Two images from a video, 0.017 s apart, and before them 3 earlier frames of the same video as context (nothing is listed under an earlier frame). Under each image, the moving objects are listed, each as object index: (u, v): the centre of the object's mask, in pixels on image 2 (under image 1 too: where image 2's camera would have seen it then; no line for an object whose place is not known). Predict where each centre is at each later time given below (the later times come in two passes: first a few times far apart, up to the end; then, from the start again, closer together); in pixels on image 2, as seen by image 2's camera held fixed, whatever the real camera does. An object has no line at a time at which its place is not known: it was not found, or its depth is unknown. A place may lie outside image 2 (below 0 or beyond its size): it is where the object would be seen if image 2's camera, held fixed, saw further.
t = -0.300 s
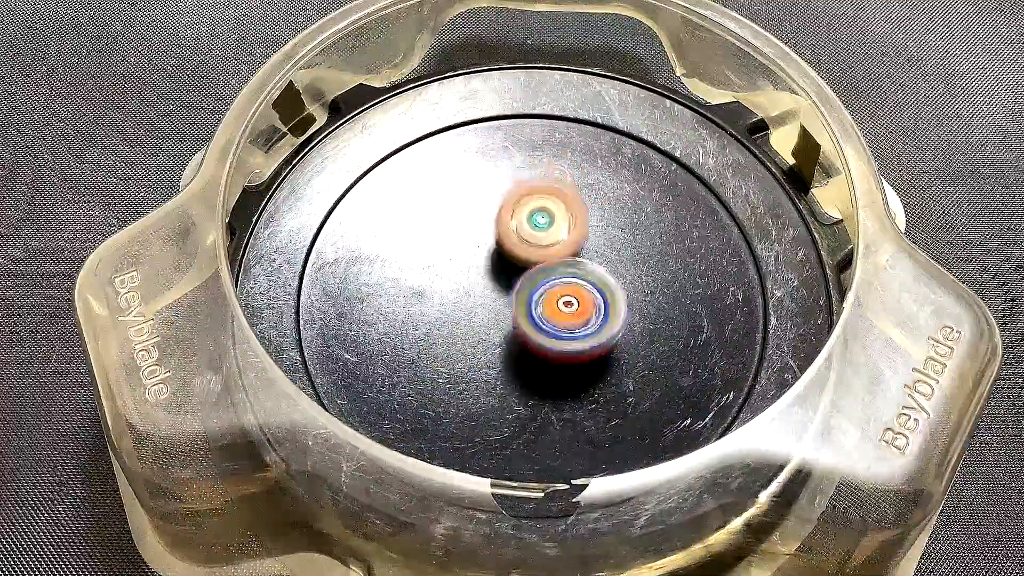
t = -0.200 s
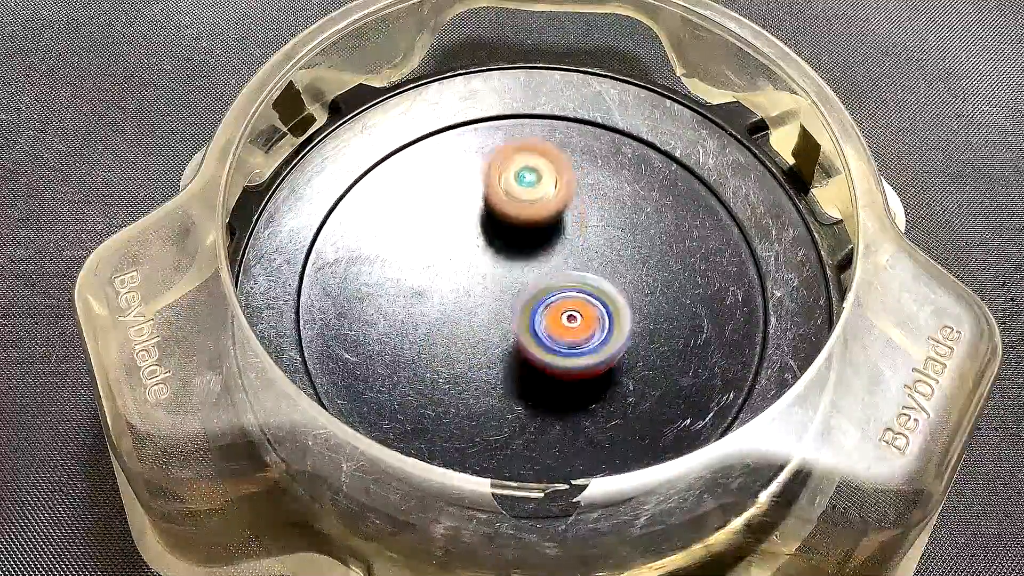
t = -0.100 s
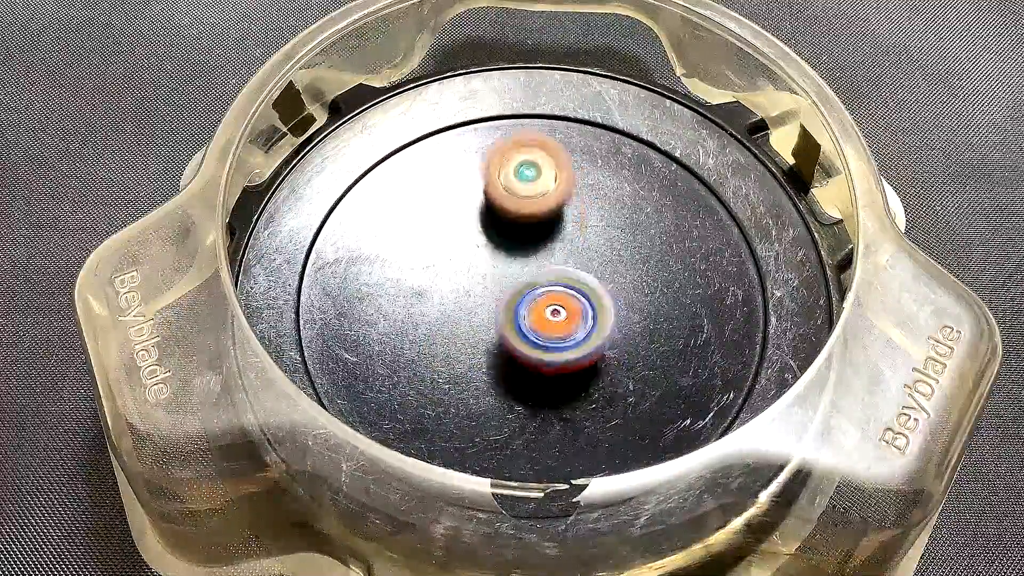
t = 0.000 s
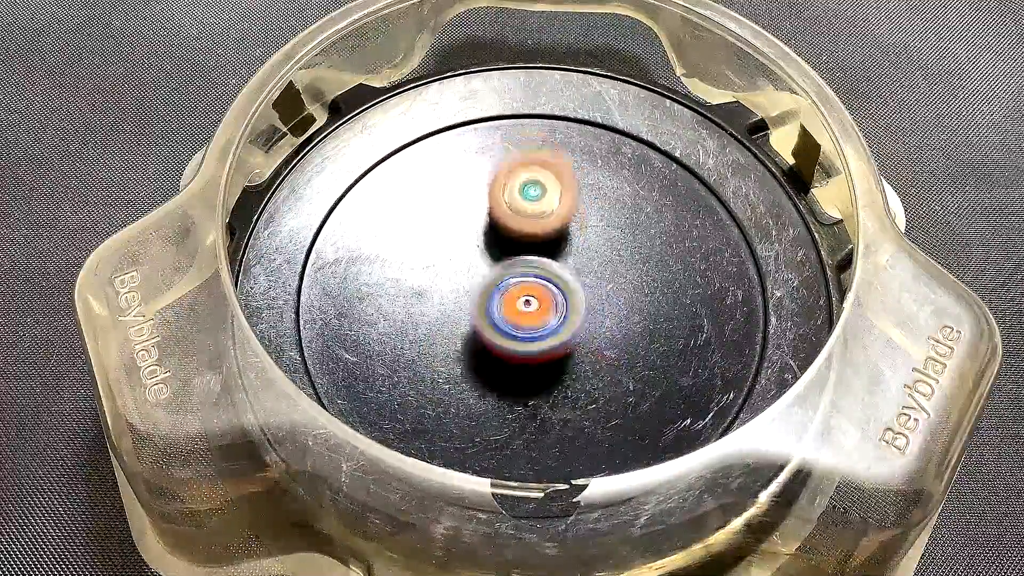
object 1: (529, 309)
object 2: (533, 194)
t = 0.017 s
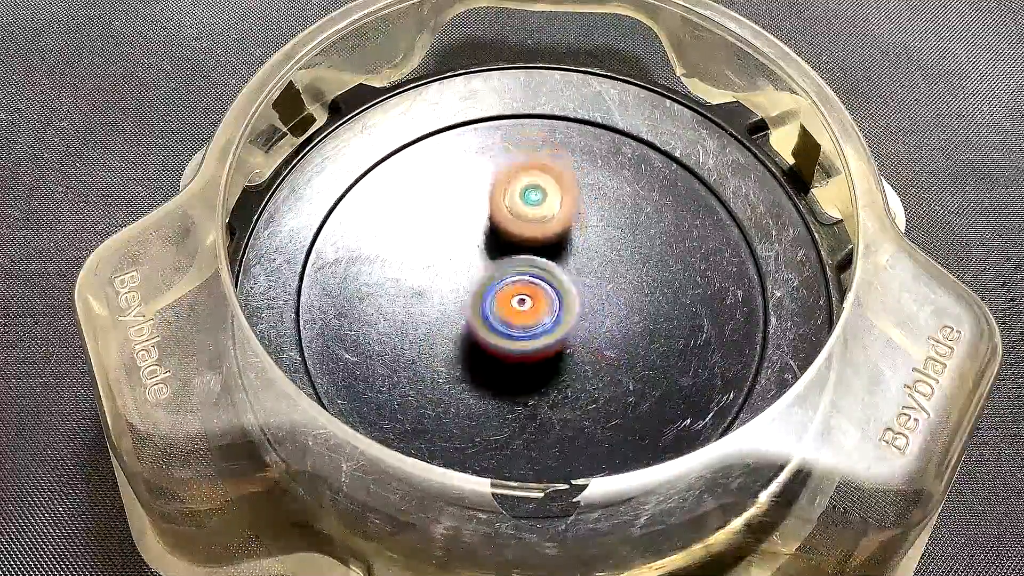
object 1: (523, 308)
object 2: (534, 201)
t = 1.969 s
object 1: (510, 373)
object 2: (567, 259)
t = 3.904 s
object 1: (516, 242)
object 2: (572, 336)
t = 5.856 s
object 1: (609, 258)
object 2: (467, 305)
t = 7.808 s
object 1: (578, 290)
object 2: (472, 246)
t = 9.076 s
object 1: (591, 340)
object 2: (478, 192)
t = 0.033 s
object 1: (517, 307)
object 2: (536, 205)
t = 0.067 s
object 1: (506, 308)
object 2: (538, 214)
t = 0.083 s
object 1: (501, 308)
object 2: (538, 218)
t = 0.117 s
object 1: (490, 311)
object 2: (539, 230)
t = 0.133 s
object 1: (484, 315)
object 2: (539, 234)
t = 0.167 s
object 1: (476, 323)
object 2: (540, 243)
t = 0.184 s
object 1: (471, 327)
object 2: (540, 248)
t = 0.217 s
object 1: (466, 335)
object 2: (538, 258)
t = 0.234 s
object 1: (465, 339)
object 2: (537, 261)
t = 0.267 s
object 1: (464, 348)
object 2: (534, 270)
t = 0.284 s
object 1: (467, 354)
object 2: (533, 273)
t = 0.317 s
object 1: (474, 363)
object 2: (529, 281)
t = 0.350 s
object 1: (485, 374)
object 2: (524, 285)
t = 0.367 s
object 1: (491, 380)
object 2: (522, 285)
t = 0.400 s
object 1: (506, 392)
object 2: (518, 286)
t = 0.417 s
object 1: (515, 396)
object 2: (517, 286)
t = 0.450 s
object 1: (536, 398)
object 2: (514, 287)
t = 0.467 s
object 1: (545, 397)
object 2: (511, 289)
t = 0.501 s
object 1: (567, 391)
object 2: (506, 292)
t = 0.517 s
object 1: (577, 386)
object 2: (503, 293)
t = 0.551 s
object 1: (594, 372)
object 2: (498, 296)
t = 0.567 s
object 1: (603, 364)
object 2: (495, 297)
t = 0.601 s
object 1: (615, 344)
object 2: (491, 298)
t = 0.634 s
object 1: (620, 324)
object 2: (488, 299)
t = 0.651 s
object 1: (622, 312)
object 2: (486, 299)
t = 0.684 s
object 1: (621, 291)
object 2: (484, 299)
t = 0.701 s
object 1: (618, 280)
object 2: (483, 299)
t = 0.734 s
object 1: (610, 260)
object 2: (482, 299)
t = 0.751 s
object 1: (605, 252)
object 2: (482, 299)
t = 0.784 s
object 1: (594, 236)
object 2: (483, 299)
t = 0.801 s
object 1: (586, 228)
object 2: (484, 299)
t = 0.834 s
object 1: (569, 216)
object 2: (487, 299)
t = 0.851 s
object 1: (560, 210)
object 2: (489, 298)
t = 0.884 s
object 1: (538, 201)
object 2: (492, 298)
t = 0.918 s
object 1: (517, 196)
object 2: (495, 299)
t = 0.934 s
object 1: (505, 194)
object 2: (497, 299)
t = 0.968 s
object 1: (481, 197)
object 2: (501, 299)
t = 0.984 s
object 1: (468, 199)
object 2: (503, 301)
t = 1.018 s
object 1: (449, 205)
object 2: (506, 302)
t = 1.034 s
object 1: (439, 208)
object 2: (508, 304)
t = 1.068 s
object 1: (423, 217)
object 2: (511, 306)
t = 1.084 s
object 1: (416, 222)
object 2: (513, 307)
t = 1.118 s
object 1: (403, 236)
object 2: (516, 310)
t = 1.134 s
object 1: (398, 244)
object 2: (518, 312)
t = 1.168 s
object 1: (391, 260)
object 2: (521, 314)
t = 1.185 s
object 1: (388, 269)
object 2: (522, 316)
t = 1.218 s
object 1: (388, 289)
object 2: (524, 318)
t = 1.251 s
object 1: (393, 305)
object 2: (526, 321)
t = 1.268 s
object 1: (401, 316)
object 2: (527, 322)
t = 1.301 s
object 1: (415, 332)
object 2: (534, 325)
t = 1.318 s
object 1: (414, 339)
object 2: (544, 325)
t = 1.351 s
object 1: (420, 352)
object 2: (565, 324)
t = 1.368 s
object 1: (425, 361)
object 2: (576, 324)
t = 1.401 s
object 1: (440, 372)
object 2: (593, 324)
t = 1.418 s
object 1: (450, 375)
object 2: (600, 324)
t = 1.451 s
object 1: (475, 383)
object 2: (613, 324)
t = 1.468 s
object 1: (487, 384)
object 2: (618, 323)
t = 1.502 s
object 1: (515, 382)
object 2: (627, 323)
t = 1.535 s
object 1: (539, 376)
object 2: (635, 324)
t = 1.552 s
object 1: (532, 380)
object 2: (659, 310)
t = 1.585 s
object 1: (505, 395)
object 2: (716, 268)
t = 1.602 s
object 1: (492, 402)
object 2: (742, 248)
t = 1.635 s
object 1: (473, 412)
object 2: (784, 211)
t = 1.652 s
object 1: (466, 414)
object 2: (795, 200)
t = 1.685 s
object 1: (458, 415)
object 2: (782, 195)
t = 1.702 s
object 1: (455, 417)
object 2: (769, 198)
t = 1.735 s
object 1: (454, 419)
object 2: (747, 195)
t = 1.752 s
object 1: (455, 419)
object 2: (734, 197)
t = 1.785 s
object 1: (459, 419)
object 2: (708, 205)
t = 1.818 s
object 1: (466, 417)
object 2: (680, 213)
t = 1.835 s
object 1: (471, 416)
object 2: (666, 217)
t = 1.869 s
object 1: (482, 410)
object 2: (640, 227)
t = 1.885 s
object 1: (488, 406)
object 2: (626, 233)
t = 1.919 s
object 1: (498, 394)
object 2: (601, 243)
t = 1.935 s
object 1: (503, 388)
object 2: (590, 247)
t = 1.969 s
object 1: (510, 373)
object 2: (567, 259)
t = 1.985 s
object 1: (511, 363)
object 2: (555, 262)
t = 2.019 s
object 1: (511, 353)
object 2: (540, 260)
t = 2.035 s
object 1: (509, 355)
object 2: (534, 251)
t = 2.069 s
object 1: (506, 357)
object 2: (525, 231)
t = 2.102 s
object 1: (500, 357)
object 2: (520, 212)
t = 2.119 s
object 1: (497, 356)
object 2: (518, 203)
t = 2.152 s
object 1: (491, 353)
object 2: (517, 186)
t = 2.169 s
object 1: (488, 351)
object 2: (517, 179)
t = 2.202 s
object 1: (483, 348)
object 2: (522, 164)
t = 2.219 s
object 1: (481, 347)
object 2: (524, 158)
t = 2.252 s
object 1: (476, 341)
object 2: (531, 150)
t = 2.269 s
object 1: (474, 339)
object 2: (535, 147)
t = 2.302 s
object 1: (470, 334)
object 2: (544, 142)
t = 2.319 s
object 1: (468, 332)
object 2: (548, 141)
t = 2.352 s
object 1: (466, 327)
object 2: (557, 141)
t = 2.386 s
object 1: (462, 322)
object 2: (564, 144)
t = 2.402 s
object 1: (461, 319)
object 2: (568, 147)
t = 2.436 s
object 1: (460, 314)
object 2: (574, 153)
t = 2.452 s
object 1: (459, 312)
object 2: (576, 156)
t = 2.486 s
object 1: (458, 307)
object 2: (580, 165)
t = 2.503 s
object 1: (458, 304)
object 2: (581, 170)
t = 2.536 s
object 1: (458, 297)
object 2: (582, 181)
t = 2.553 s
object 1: (458, 295)
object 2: (583, 188)
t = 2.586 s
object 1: (457, 289)
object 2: (583, 201)
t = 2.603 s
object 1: (457, 287)
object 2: (582, 208)
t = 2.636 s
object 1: (457, 281)
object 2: (578, 220)
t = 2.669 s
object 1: (458, 275)
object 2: (574, 229)
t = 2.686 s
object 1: (457, 273)
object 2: (571, 233)
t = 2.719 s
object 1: (458, 269)
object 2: (565, 246)
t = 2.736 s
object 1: (455, 267)
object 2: (564, 250)
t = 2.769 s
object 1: (446, 265)
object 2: (565, 255)
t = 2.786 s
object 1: (442, 264)
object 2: (565, 258)
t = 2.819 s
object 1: (434, 264)
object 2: (563, 264)
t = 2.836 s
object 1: (432, 264)
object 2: (562, 266)
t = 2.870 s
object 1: (427, 264)
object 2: (557, 272)
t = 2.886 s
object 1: (426, 265)
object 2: (555, 273)
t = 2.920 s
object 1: (426, 267)
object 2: (549, 276)
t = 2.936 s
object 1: (427, 269)
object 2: (548, 278)
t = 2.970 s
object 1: (431, 272)
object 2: (543, 281)
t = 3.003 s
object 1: (430, 274)
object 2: (546, 284)
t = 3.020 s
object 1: (432, 275)
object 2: (546, 286)
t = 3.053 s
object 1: (435, 278)
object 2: (548, 290)
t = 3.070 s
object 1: (438, 279)
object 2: (549, 293)
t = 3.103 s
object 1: (440, 280)
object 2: (553, 299)
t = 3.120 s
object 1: (443, 282)
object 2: (555, 301)
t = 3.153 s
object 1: (447, 283)
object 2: (558, 307)
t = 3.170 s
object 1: (449, 283)
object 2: (562, 309)
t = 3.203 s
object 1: (452, 284)
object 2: (567, 315)
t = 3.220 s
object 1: (455, 283)
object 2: (569, 318)
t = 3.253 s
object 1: (461, 283)
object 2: (570, 322)
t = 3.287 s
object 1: (469, 280)
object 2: (571, 325)
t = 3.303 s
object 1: (473, 278)
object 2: (572, 328)
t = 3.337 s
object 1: (479, 272)
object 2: (576, 333)
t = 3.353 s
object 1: (481, 269)
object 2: (577, 334)
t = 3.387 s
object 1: (484, 263)
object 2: (579, 339)
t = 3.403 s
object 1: (487, 258)
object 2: (579, 340)
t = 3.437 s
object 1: (488, 251)
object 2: (580, 343)
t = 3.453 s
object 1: (489, 246)
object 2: (580, 344)
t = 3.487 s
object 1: (489, 239)
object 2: (580, 345)
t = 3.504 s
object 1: (490, 234)
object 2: (580, 346)
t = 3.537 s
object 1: (490, 228)
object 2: (580, 347)
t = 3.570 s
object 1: (488, 223)
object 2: (579, 347)
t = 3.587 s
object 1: (487, 220)
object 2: (579, 347)
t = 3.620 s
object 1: (486, 218)
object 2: (578, 346)
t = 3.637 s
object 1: (484, 217)
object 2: (578, 346)
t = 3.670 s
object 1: (483, 216)
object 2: (577, 345)
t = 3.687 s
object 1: (482, 217)
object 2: (577, 344)
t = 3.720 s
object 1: (483, 220)
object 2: (576, 343)
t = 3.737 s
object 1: (483, 222)
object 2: (575, 341)
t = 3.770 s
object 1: (485, 227)
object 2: (574, 338)
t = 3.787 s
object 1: (488, 230)
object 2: (573, 337)
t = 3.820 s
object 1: (494, 236)
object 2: (571, 334)
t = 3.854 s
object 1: (502, 243)
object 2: (570, 330)
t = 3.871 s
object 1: (507, 246)
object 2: (569, 329)
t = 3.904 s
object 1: (516, 242)
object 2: (572, 336)
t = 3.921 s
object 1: (519, 239)
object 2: (572, 338)
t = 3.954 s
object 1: (527, 231)
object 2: (571, 342)
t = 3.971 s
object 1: (531, 228)
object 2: (570, 343)
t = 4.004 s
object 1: (536, 221)
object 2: (569, 343)
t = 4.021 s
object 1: (539, 217)
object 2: (567, 343)
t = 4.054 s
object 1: (543, 211)
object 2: (565, 342)
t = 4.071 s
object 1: (544, 208)
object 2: (565, 341)
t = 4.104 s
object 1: (546, 202)
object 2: (562, 339)
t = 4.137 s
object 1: (546, 199)
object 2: (561, 338)
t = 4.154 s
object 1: (545, 197)
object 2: (560, 337)
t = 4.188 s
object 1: (544, 195)
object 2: (559, 335)
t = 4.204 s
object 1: (543, 195)
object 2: (557, 333)
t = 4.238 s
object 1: (541, 196)
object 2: (556, 330)
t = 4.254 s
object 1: (541, 197)
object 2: (554, 328)
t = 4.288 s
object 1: (539, 201)
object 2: (551, 325)
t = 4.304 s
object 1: (538, 203)
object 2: (551, 323)
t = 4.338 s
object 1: (537, 210)
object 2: (550, 320)
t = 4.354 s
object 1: (536, 217)
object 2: (550, 318)
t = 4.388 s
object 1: (537, 217)
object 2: (548, 324)
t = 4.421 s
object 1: (539, 218)
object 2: (545, 330)
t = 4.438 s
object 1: (539, 218)
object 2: (544, 332)
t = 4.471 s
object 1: (542, 223)
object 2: (541, 334)
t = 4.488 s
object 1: (544, 225)
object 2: (540, 334)
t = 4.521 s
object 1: (549, 230)
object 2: (537, 333)
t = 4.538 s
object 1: (552, 232)
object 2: (537, 333)
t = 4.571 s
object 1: (557, 234)
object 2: (535, 334)
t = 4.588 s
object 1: (560, 235)
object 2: (534, 334)
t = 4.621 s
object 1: (567, 235)
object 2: (533, 334)
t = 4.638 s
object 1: (569, 236)
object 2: (531, 333)
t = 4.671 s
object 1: (575, 233)
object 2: (530, 332)
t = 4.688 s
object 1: (577, 234)
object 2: (529, 331)
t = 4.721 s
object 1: (582, 233)
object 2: (527, 330)
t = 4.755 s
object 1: (585, 233)
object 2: (525, 329)
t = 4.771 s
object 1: (586, 233)
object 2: (524, 328)
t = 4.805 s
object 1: (587, 232)
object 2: (522, 327)
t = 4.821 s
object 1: (586, 232)
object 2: (521, 325)
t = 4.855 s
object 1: (587, 233)
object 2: (519, 324)
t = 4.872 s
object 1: (586, 234)
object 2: (518, 323)
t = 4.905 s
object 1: (583, 237)
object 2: (517, 321)
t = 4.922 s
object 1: (583, 238)
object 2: (516, 321)
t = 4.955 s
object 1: (585, 236)
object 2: (509, 324)
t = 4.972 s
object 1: (586, 234)
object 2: (506, 325)
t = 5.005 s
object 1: (587, 231)
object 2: (501, 325)
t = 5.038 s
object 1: (587, 231)
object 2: (498, 324)
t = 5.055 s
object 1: (586, 231)
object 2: (497, 324)
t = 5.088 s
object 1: (584, 233)
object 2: (494, 321)
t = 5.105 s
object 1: (582, 234)
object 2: (494, 320)
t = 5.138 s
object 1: (578, 236)
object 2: (492, 318)
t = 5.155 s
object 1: (577, 238)
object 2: (491, 317)
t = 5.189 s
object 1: (572, 242)
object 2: (490, 315)
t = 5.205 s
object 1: (572, 244)
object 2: (486, 316)
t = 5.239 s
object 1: (577, 244)
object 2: (476, 320)
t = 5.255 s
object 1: (580, 245)
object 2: (472, 319)
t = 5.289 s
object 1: (586, 244)
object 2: (468, 319)
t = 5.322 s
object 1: (590, 245)
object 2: (463, 319)
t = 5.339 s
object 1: (592, 245)
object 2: (462, 318)
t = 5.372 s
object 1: (594, 245)
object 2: (461, 315)
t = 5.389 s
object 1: (593, 244)
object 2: (461, 314)
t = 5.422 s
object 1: (593, 245)
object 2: (461, 312)
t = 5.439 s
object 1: (592, 245)
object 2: (461, 311)
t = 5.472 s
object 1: (590, 247)
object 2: (462, 309)
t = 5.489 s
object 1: (589, 248)
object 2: (462, 309)
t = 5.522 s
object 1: (587, 251)
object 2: (464, 307)
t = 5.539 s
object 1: (584, 254)
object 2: (465, 306)
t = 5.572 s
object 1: (583, 258)
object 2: (468, 305)
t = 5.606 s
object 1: (579, 264)
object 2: (470, 304)
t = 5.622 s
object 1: (583, 265)
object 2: (468, 305)
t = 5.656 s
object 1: (590, 265)
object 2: (462, 307)
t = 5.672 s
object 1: (594, 265)
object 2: (462, 307)
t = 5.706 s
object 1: (600, 265)
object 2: (461, 307)
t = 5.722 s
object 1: (603, 264)
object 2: (461, 307)
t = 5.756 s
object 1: (607, 263)
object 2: (461, 306)
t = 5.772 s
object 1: (608, 262)
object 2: (462, 306)
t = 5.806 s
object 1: (610, 261)
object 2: (462, 306)
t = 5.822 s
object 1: (610, 260)
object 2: (465, 305)
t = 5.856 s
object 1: (609, 258)
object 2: (467, 305)
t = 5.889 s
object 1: (606, 257)
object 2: (470, 304)
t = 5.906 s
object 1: (604, 258)
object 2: (473, 304)
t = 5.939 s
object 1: (596, 258)
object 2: (476, 304)
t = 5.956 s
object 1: (593, 259)
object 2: (478, 303)
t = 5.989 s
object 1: (587, 261)
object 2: (481, 303)
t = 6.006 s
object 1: (592, 261)
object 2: (474, 305)
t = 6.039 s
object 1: (606, 258)
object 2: (459, 307)
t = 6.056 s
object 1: (615, 257)
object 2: (453, 308)
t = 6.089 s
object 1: (625, 252)
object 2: (447, 309)
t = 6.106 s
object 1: (628, 249)
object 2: (444, 308)
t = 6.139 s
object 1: (635, 244)
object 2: (445, 307)
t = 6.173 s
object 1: (639, 238)
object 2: (445, 305)
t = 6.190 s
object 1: (641, 234)
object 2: (446, 304)
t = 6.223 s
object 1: (641, 229)
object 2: (448, 303)
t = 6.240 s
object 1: (640, 226)
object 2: (451, 302)
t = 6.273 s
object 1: (636, 222)
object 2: (455, 301)
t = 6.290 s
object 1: (632, 220)
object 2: (456, 300)
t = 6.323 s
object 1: (622, 217)
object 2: (462, 299)
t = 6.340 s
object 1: (618, 218)
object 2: (463, 298)
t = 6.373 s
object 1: (607, 221)
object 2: (468, 297)
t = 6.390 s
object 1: (601, 221)
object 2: (470, 296)
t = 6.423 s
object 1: (588, 227)
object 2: (476, 294)
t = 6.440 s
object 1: (582, 233)
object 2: (478, 294)
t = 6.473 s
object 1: (575, 240)
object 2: (479, 294)
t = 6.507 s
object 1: (577, 241)
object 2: (466, 299)
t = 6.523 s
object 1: (577, 243)
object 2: (462, 300)
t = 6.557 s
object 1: (581, 249)
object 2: (456, 302)
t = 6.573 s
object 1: (584, 256)
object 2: (456, 303)
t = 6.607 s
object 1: (586, 261)
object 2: (457, 302)
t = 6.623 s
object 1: (586, 263)
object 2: (458, 302)
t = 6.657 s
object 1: (588, 270)
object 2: (459, 301)
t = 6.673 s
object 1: (590, 273)
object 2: (460, 301)
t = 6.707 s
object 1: (592, 279)
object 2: (461, 300)
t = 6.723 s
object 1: (594, 284)
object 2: (463, 299)
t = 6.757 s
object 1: (597, 290)
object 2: (466, 298)
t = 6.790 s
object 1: (600, 296)
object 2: (468, 297)
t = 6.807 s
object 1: (603, 298)
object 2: (470, 297)
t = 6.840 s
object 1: (608, 303)
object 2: (474, 296)
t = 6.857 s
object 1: (611, 307)
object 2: (476, 296)
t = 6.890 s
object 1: (614, 309)
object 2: (479, 294)
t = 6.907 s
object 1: (616, 310)
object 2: (481, 294)
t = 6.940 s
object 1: (618, 312)
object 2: (486, 292)
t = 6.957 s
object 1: (620, 312)
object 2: (487, 292)
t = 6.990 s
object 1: (621, 311)
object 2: (492, 291)
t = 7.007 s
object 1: (621, 310)
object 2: (494, 290)
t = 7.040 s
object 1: (620, 308)
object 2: (499, 289)
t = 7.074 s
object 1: (619, 305)
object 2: (502, 288)
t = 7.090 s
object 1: (617, 303)
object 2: (503, 287)
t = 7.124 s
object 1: (619, 301)
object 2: (501, 285)
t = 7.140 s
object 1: (618, 299)
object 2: (501, 283)
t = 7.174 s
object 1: (618, 296)
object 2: (501, 281)
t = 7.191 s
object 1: (617, 294)
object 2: (503, 280)
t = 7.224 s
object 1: (614, 292)
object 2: (503, 278)
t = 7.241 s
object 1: (615, 291)
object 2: (500, 276)
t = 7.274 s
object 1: (615, 289)
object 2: (498, 272)
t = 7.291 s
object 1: (615, 288)
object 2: (497, 271)
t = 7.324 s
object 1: (613, 286)
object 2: (497, 268)
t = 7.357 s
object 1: (609, 285)
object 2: (498, 265)
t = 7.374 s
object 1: (606, 284)
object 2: (497, 264)
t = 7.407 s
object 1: (610, 285)
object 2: (484, 261)
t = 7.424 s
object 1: (614, 286)
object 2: (479, 258)
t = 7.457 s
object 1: (618, 287)
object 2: (472, 254)
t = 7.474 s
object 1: (619, 287)
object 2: (469, 253)
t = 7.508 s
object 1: (623, 287)
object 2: (467, 250)
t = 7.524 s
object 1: (623, 287)
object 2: (467, 249)
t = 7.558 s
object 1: (624, 286)
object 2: (467, 246)
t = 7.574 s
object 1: (623, 285)
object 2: (466, 245)
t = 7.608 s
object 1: (621, 284)
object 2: (465, 244)
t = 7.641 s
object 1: (617, 284)
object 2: (465, 243)
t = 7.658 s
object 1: (614, 283)
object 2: (465, 243)
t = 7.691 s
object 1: (609, 284)
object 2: (466, 243)
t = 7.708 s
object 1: (605, 284)
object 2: (466, 243)
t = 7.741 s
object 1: (596, 285)
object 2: (468, 243)
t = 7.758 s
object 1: (593, 287)
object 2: (470, 243)
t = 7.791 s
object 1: (584, 288)
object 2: (471, 245)
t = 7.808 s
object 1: (578, 290)
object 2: (472, 246)
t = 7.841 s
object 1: (569, 293)
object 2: (475, 247)
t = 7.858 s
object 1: (566, 296)
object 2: (475, 247)
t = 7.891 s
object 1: (562, 302)
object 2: (473, 247)
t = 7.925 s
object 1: (560, 310)
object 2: (475, 247)
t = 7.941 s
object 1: (559, 313)
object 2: (476, 247)
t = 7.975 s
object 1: (559, 320)
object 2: (477, 249)
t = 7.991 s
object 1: (560, 323)
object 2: (478, 249)
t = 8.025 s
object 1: (561, 329)
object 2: (481, 251)
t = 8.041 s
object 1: (562, 330)
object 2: (482, 252)
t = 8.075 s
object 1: (563, 332)
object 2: (486, 254)
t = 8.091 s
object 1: (565, 333)
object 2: (487, 255)
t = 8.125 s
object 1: (568, 333)
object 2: (491, 257)
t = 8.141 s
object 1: (569, 333)
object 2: (492, 259)
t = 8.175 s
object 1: (569, 331)
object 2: (496, 261)
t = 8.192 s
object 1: (570, 329)
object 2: (498, 261)
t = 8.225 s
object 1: (572, 329)
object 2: (499, 261)
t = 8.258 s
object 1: (578, 330)
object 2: (499, 258)
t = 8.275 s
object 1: (579, 330)
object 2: (499, 257)
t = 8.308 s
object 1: (583, 329)
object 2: (502, 257)
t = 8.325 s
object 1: (585, 327)
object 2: (504, 258)
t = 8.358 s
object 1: (588, 323)
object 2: (506, 258)
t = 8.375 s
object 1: (589, 322)
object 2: (507, 258)
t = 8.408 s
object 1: (594, 321)
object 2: (504, 255)
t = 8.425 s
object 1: (600, 323)
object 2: (499, 248)
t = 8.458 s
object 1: (610, 325)
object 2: (492, 240)
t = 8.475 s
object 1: (614, 326)
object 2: (490, 236)
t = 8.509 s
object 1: (623, 325)
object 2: (490, 231)
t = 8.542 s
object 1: (631, 322)
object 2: (491, 228)
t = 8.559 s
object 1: (634, 320)
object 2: (492, 228)
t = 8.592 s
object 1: (640, 314)
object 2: (494, 226)
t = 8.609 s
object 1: (641, 310)
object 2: (496, 226)
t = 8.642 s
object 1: (640, 302)
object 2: (498, 224)
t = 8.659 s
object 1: (639, 299)
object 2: (498, 224)
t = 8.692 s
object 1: (631, 290)
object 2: (500, 224)
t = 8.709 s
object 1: (627, 288)
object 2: (502, 224)
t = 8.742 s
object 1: (618, 283)
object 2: (503, 225)
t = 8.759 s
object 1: (611, 279)
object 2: (504, 224)
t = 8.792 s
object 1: (596, 276)
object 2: (505, 223)
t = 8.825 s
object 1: (588, 275)
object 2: (503, 221)
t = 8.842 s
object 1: (584, 276)
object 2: (500, 219)
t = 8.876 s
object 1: (577, 279)
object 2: (498, 219)
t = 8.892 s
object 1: (575, 285)
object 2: (495, 216)
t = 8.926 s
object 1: (577, 300)
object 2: (485, 204)
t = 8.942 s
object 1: (578, 306)
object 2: (481, 199)
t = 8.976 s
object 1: (581, 317)
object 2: (478, 194)
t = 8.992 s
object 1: (582, 321)
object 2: (477, 193)
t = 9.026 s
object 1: (586, 329)
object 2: (477, 191)
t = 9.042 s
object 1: (588, 333)
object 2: (478, 192)
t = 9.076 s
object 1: (591, 340)
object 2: (478, 192)
